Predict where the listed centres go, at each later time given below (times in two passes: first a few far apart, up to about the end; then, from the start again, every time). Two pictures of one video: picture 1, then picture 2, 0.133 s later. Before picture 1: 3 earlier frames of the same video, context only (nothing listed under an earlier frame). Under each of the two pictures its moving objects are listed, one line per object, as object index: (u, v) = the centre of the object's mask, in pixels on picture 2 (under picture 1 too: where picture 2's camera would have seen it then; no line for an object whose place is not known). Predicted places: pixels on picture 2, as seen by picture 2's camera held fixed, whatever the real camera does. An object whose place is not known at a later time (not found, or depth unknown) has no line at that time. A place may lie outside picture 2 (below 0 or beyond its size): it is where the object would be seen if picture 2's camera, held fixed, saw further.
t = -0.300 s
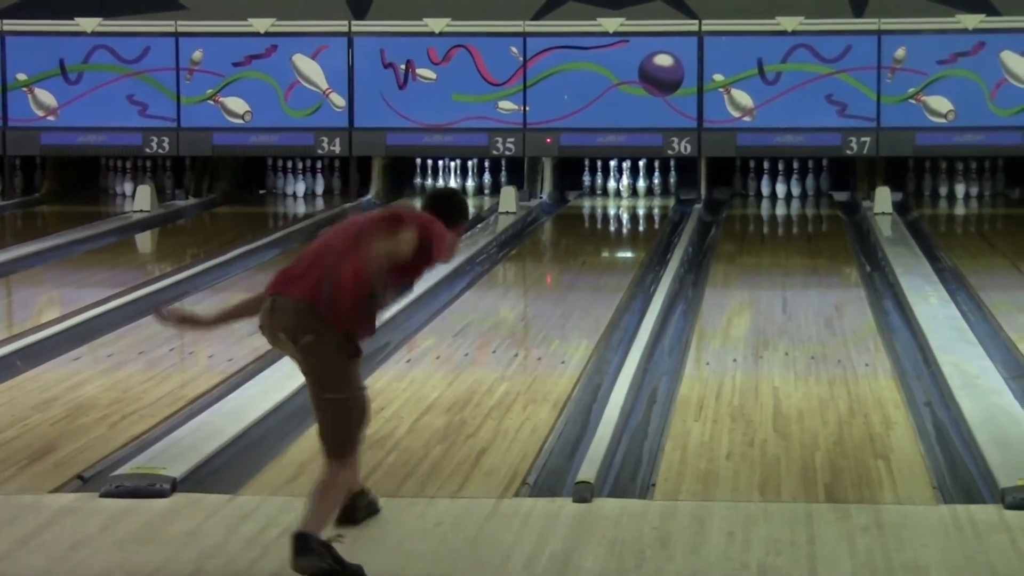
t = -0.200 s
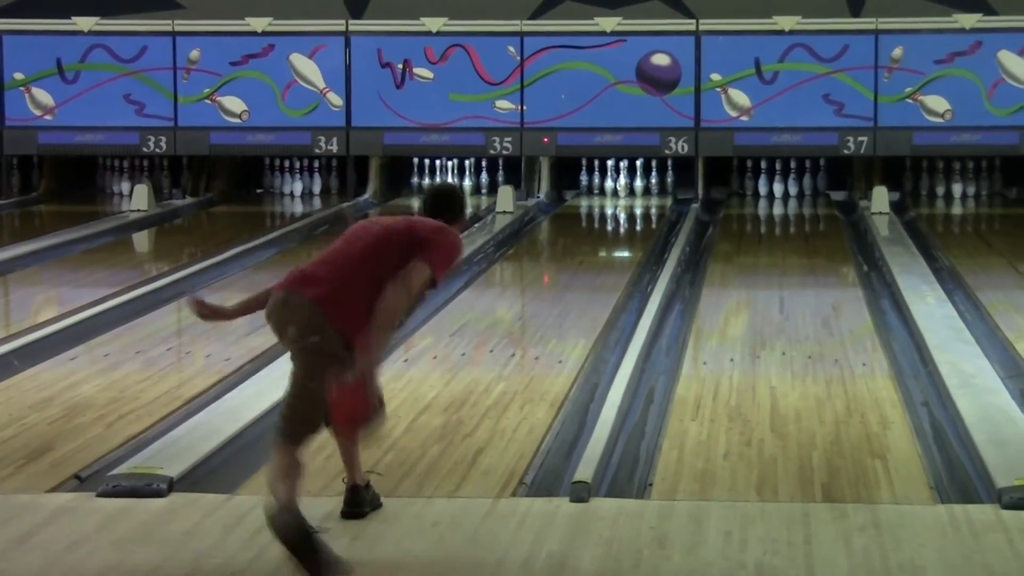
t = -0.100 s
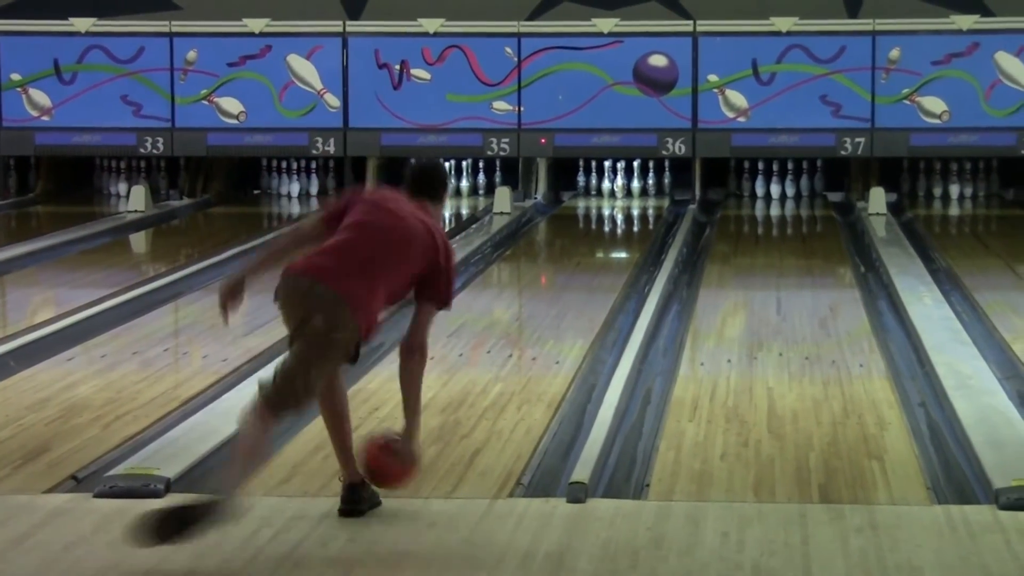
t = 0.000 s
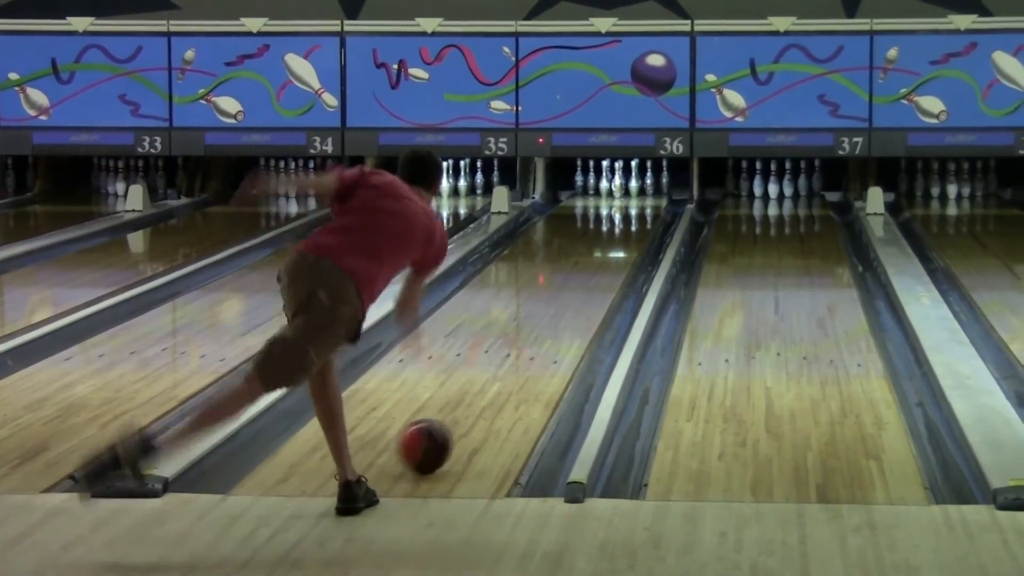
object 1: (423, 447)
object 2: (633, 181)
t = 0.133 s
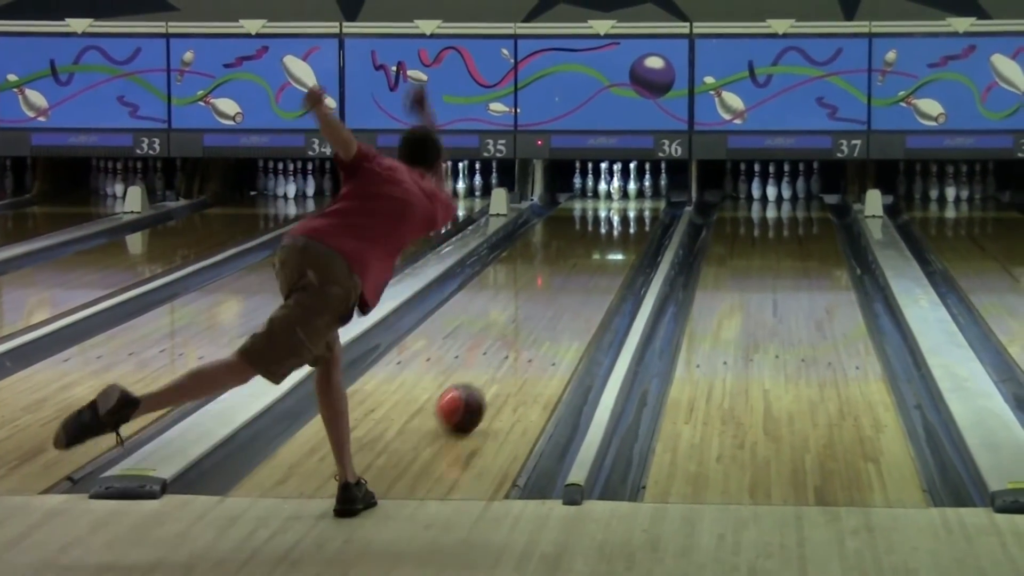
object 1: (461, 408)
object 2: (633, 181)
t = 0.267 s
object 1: (491, 375)
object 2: (633, 182)
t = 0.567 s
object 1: (542, 318)
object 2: (634, 182)
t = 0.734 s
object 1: (561, 293)
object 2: (636, 171)
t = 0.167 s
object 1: (469, 400)
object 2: (633, 181)
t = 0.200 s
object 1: (477, 391)
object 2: (633, 182)
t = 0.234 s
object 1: (484, 383)
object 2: (633, 182)
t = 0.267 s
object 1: (491, 375)
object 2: (633, 182)
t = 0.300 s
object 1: (498, 367)
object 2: (633, 182)
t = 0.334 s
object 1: (504, 361)
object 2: (633, 182)
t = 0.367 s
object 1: (510, 354)
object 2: (633, 183)
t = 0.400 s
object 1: (516, 347)
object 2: (633, 183)
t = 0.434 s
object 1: (522, 341)
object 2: (633, 183)
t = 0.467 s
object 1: (527, 335)
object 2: (633, 182)
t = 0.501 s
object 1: (532, 329)
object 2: (633, 182)
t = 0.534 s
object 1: (537, 323)
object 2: (633, 182)
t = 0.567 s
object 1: (542, 318)
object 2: (634, 182)
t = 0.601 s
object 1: (546, 314)
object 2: (633, 183)
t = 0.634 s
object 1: (550, 309)
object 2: (633, 183)
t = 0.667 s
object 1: (553, 304)
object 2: (633, 182)
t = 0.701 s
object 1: (557, 297)
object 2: (633, 173)
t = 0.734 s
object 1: (561, 293)
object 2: (636, 171)
